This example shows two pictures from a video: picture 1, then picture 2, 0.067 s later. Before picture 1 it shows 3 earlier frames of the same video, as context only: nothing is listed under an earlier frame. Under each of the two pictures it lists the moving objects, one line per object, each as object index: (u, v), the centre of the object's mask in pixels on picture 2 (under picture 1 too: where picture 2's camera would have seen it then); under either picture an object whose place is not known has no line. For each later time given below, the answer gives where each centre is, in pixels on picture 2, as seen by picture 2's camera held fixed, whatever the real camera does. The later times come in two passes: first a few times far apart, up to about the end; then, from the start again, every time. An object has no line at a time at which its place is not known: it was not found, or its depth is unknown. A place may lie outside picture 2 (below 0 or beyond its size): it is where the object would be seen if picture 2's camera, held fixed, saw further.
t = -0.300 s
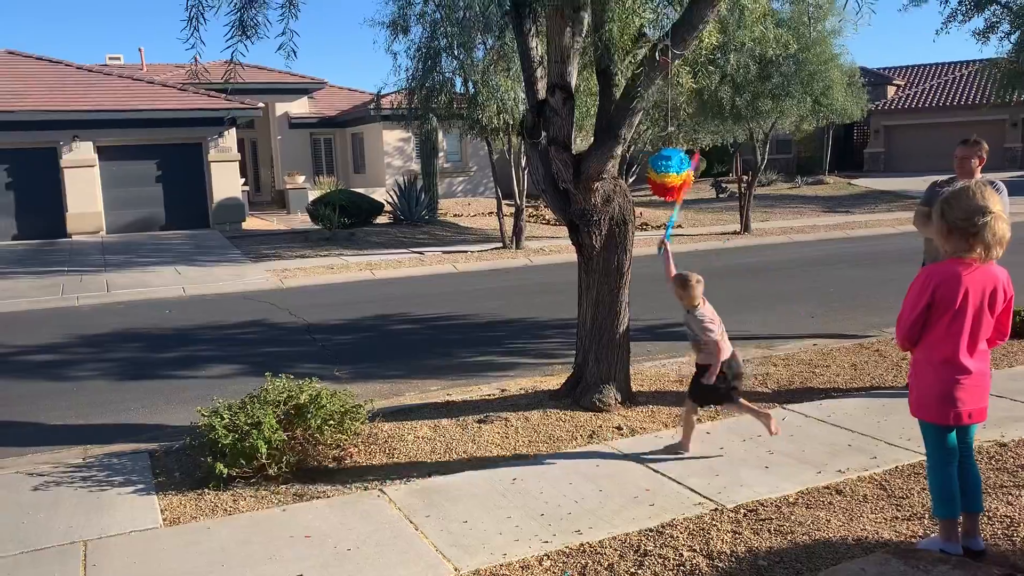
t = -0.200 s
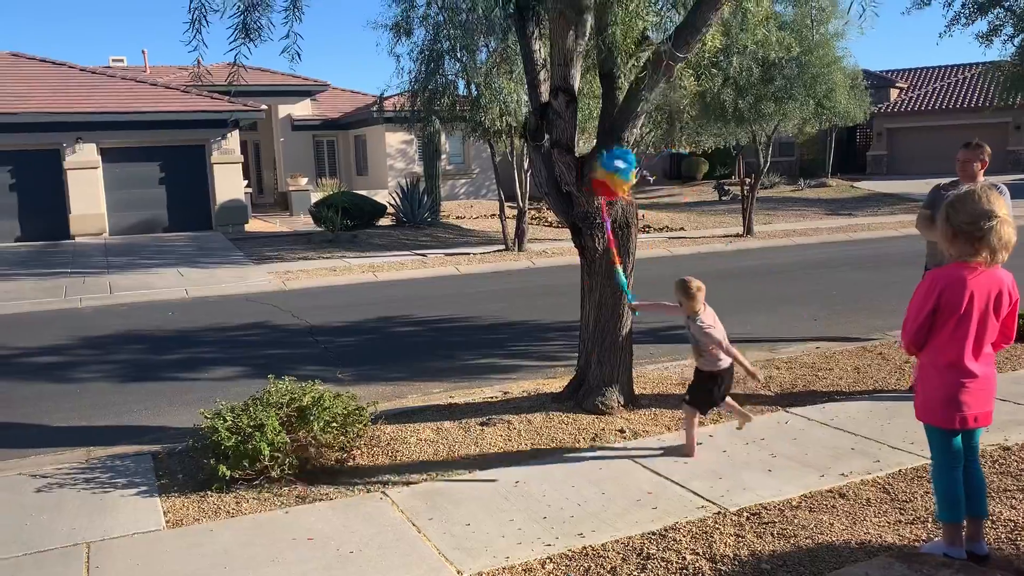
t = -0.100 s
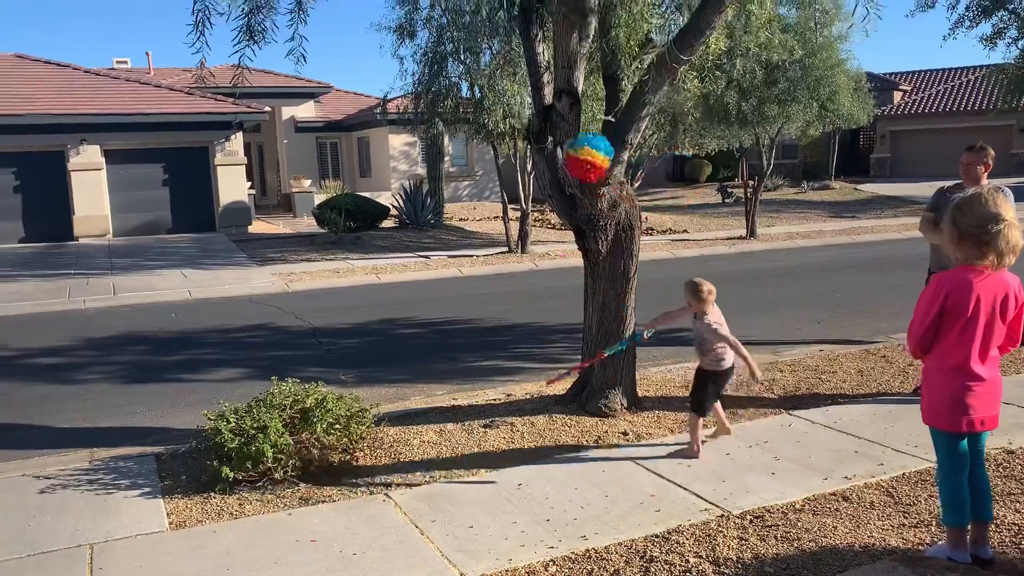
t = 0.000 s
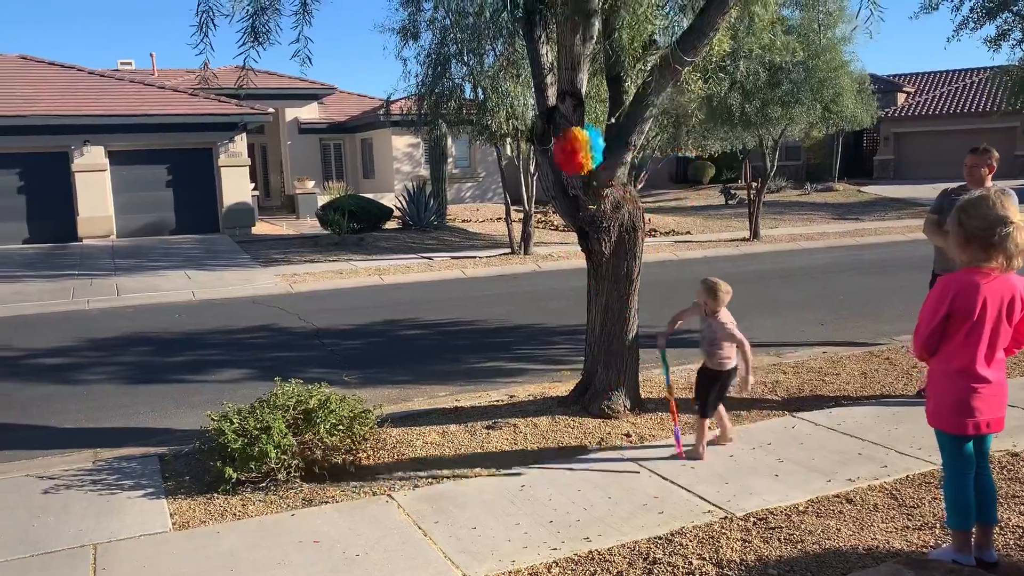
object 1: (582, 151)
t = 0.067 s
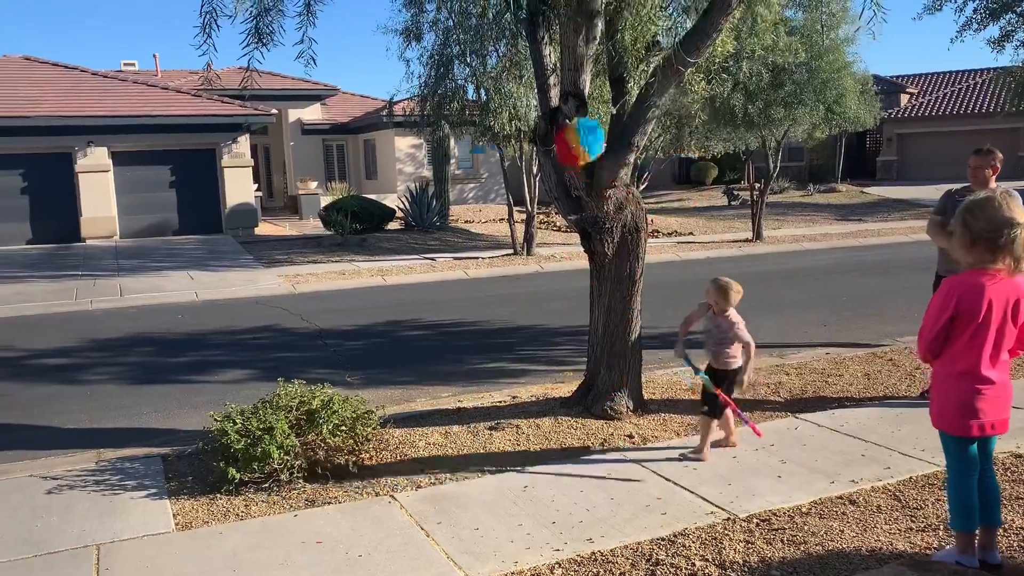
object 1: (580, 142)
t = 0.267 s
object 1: (587, 137)
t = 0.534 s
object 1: (641, 168)
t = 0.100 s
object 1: (579, 137)
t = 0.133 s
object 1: (580, 135)
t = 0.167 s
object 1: (580, 134)
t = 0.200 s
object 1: (582, 133)
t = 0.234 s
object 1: (584, 134)
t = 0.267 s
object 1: (587, 137)
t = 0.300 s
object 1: (592, 138)
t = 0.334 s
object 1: (597, 140)
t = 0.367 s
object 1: (603, 141)
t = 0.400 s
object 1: (608, 144)
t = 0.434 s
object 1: (613, 150)
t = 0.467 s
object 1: (621, 159)
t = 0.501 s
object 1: (631, 164)
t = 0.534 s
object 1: (641, 168)
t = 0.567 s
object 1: (652, 171)
